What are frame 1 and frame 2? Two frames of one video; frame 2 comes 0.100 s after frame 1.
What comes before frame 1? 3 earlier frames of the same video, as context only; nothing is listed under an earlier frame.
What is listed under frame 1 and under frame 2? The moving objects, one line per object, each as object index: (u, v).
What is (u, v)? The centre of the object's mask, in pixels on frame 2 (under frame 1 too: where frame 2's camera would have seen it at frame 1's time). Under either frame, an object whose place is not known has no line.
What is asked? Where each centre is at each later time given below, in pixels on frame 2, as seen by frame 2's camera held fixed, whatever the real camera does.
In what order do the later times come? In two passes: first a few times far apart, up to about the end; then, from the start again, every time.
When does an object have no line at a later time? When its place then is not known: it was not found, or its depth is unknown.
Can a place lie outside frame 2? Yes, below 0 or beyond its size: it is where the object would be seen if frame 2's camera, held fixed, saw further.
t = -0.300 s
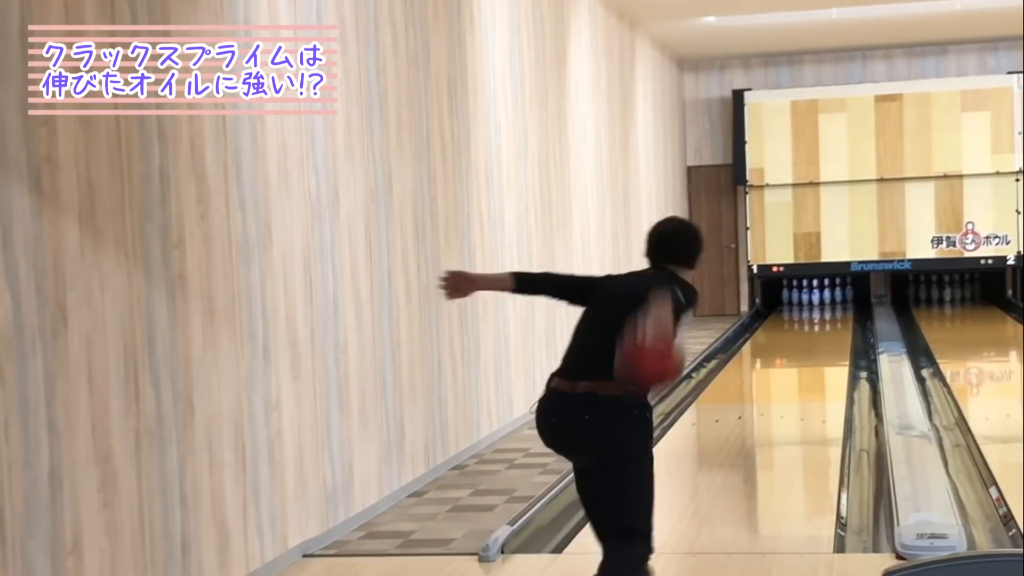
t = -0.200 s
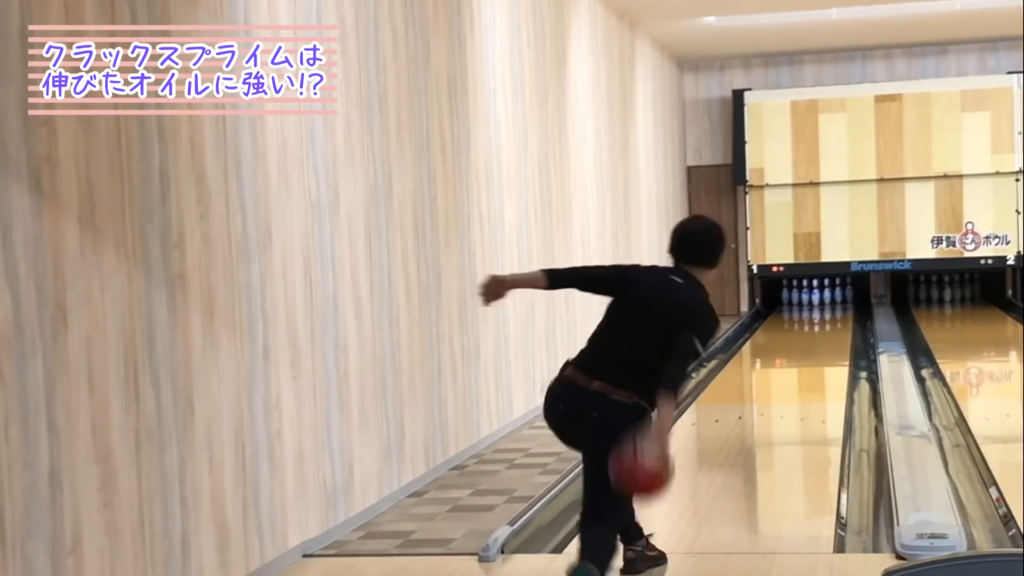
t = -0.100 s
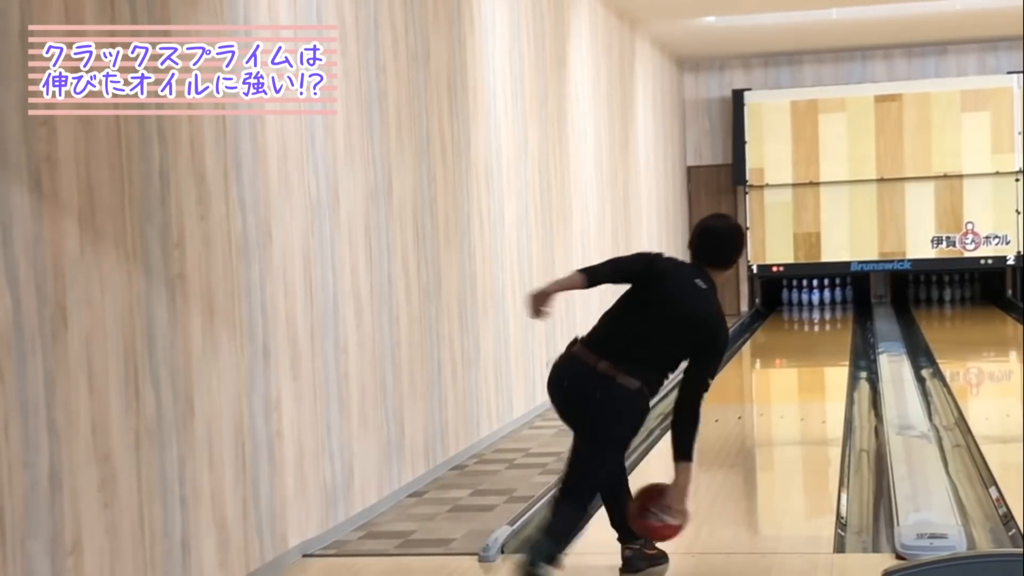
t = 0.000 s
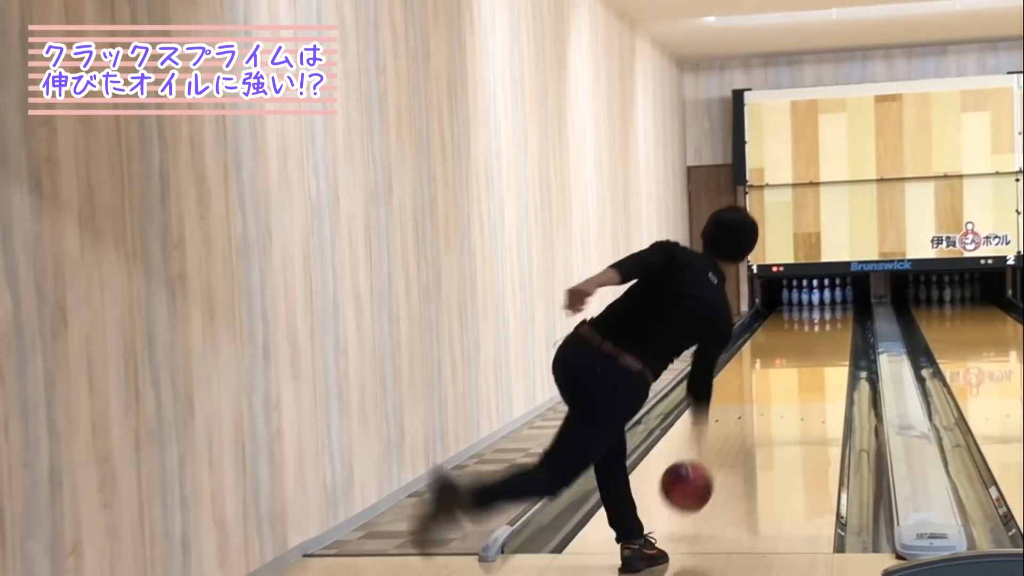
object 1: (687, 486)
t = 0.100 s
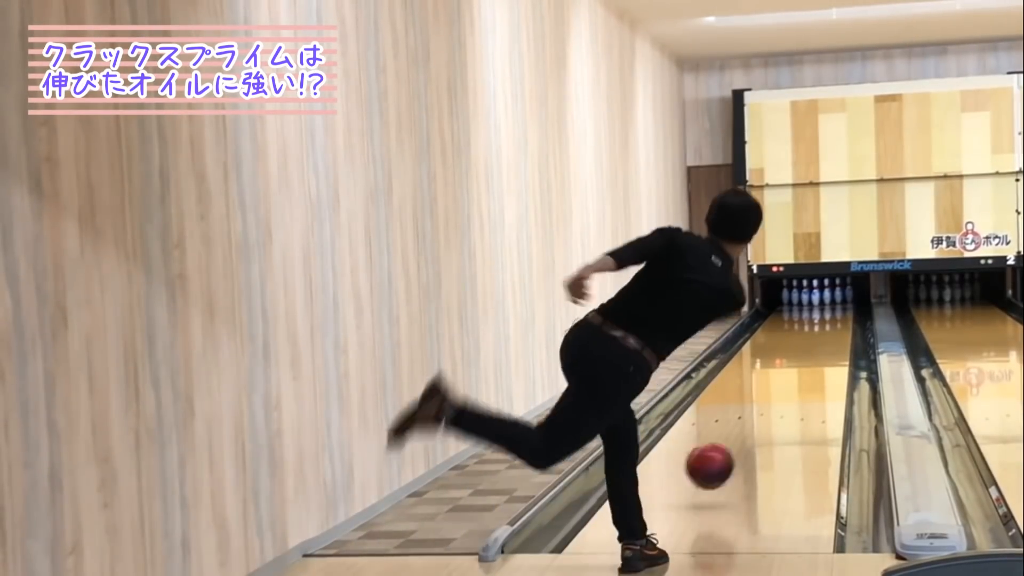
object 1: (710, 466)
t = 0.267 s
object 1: (740, 446)
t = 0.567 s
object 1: (777, 403)
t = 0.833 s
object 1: (799, 375)
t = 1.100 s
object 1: (814, 354)
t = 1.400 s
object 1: (825, 336)
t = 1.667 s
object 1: (832, 325)
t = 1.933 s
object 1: (833, 315)
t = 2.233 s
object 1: (830, 307)
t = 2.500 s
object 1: (824, 302)
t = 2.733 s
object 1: (819, 298)
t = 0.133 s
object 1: (716, 464)
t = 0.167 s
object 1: (723, 465)
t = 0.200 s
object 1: (730, 461)
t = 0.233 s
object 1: (735, 452)
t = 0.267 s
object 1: (740, 446)
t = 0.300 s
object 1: (745, 443)
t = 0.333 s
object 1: (750, 437)
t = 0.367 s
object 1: (754, 432)
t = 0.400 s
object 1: (759, 426)
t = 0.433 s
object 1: (763, 421)
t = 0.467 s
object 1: (767, 416)
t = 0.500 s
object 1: (770, 412)
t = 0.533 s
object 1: (774, 407)
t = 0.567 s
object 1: (777, 403)
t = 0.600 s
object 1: (780, 399)
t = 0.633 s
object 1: (783, 395)
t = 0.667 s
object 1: (786, 391)
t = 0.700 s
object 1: (789, 387)
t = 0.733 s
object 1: (791, 384)
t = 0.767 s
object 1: (794, 382)
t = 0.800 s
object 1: (796, 378)
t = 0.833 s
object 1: (799, 375)
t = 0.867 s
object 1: (801, 372)
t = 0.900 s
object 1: (803, 369)
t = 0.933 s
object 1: (805, 366)
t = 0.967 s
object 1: (807, 364)
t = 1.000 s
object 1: (809, 361)
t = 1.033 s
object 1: (811, 358)
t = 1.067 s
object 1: (812, 356)
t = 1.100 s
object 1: (814, 354)
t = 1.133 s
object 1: (815, 352)
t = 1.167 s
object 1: (817, 350)
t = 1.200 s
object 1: (818, 348)
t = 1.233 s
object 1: (820, 345)
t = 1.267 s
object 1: (821, 344)
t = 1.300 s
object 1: (822, 342)
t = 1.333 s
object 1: (823, 340)
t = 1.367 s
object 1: (825, 339)
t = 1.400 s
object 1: (825, 336)
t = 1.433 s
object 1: (826, 334)
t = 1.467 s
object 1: (827, 333)
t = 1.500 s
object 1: (827, 331)
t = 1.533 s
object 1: (829, 330)
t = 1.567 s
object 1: (829, 329)
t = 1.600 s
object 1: (831, 326)
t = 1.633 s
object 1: (830, 326)
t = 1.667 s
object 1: (832, 325)
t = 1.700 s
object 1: (831, 322)
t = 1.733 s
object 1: (831, 322)
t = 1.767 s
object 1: (832, 321)
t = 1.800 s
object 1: (833, 319)
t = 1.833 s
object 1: (832, 319)
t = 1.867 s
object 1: (833, 317)
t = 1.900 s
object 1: (834, 316)
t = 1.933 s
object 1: (833, 315)
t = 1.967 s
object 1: (832, 314)
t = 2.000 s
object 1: (833, 313)
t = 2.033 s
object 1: (833, 312)
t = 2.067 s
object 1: (833, 311)
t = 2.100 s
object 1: (833, 310)
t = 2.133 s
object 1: (832, 310)
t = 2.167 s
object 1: (830, 309)
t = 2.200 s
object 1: (830, 307)
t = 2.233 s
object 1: (830, 307)
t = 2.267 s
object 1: (830, 306)
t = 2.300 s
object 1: (828, 306)
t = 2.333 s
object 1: (828, 305)
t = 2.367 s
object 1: (828, 305)
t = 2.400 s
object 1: (828, 304)
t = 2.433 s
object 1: (827, 303)
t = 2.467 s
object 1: (825, 303)
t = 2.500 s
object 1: (824, 302)
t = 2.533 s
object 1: (823, 301)
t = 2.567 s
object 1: (820, 301)
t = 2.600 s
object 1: (820, 300)
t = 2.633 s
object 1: (822, 300)
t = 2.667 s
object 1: (821, 299)
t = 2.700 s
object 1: (818, 298)
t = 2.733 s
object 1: (819, 298)
